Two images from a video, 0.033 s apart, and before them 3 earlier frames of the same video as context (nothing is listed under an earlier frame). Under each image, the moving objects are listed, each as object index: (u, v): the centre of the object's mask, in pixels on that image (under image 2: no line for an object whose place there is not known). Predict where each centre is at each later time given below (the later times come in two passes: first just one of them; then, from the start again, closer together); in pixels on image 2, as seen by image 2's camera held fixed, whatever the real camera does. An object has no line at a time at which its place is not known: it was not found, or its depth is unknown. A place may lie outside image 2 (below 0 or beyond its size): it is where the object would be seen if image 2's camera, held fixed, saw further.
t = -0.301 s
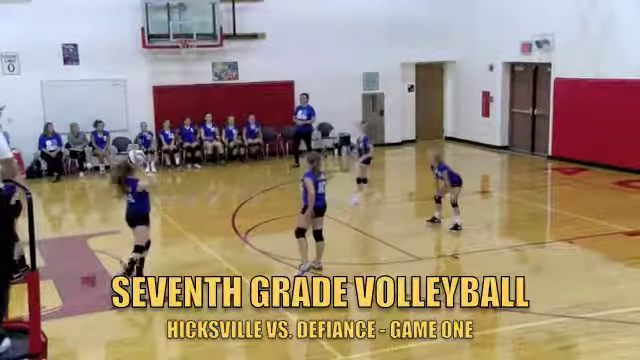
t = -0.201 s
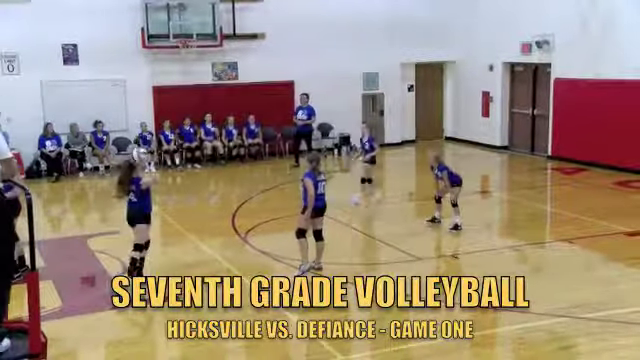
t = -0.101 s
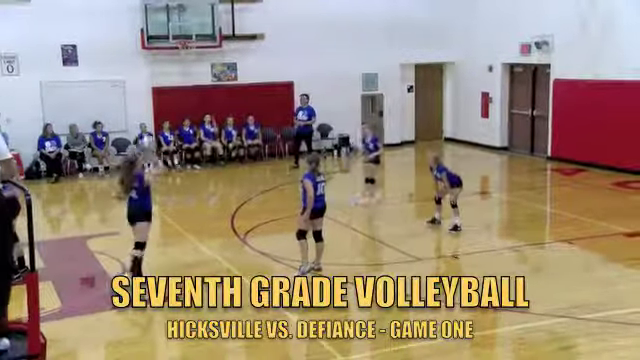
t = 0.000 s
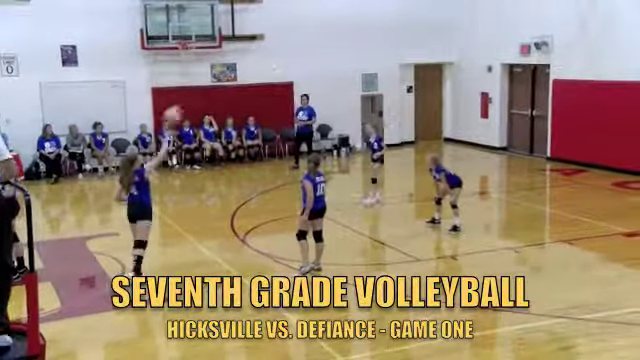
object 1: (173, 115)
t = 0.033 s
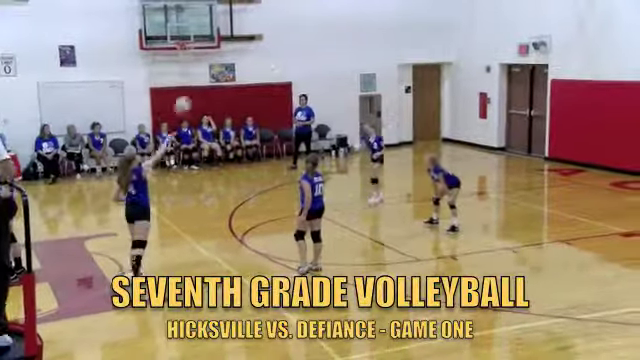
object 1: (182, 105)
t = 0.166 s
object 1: (227, 76)
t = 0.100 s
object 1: (205, 90)
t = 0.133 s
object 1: (217, 84)
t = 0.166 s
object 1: (227, 76)
